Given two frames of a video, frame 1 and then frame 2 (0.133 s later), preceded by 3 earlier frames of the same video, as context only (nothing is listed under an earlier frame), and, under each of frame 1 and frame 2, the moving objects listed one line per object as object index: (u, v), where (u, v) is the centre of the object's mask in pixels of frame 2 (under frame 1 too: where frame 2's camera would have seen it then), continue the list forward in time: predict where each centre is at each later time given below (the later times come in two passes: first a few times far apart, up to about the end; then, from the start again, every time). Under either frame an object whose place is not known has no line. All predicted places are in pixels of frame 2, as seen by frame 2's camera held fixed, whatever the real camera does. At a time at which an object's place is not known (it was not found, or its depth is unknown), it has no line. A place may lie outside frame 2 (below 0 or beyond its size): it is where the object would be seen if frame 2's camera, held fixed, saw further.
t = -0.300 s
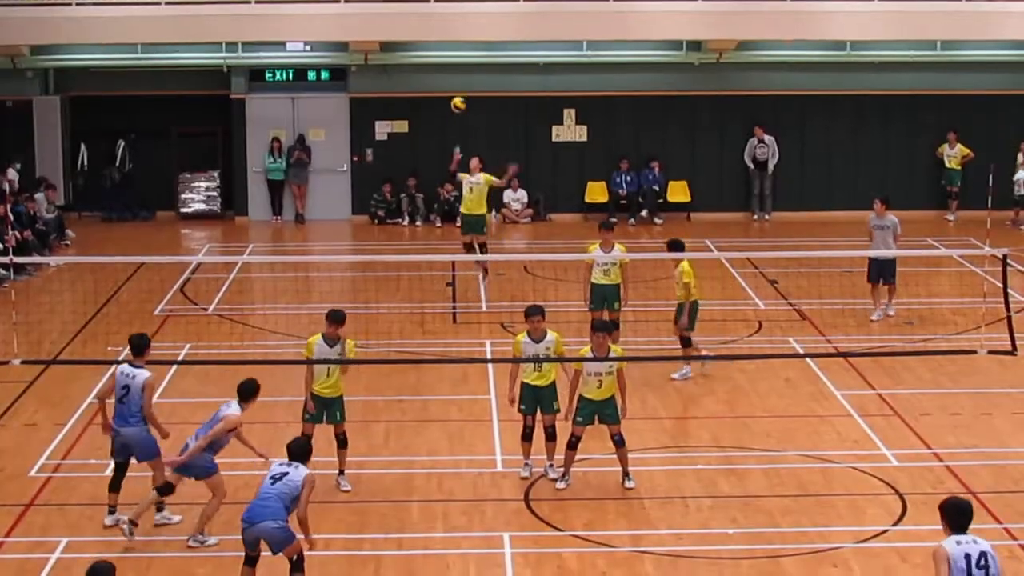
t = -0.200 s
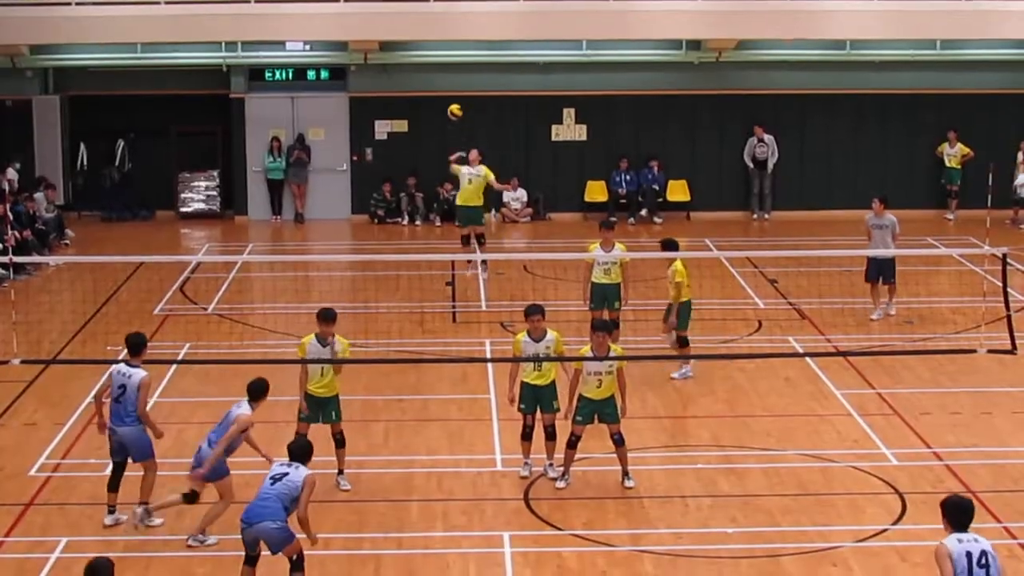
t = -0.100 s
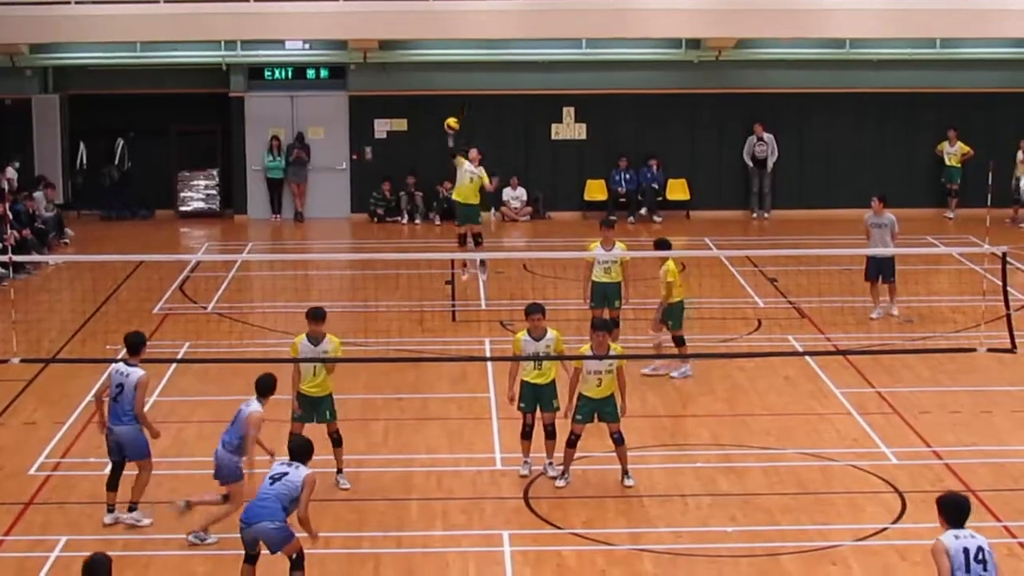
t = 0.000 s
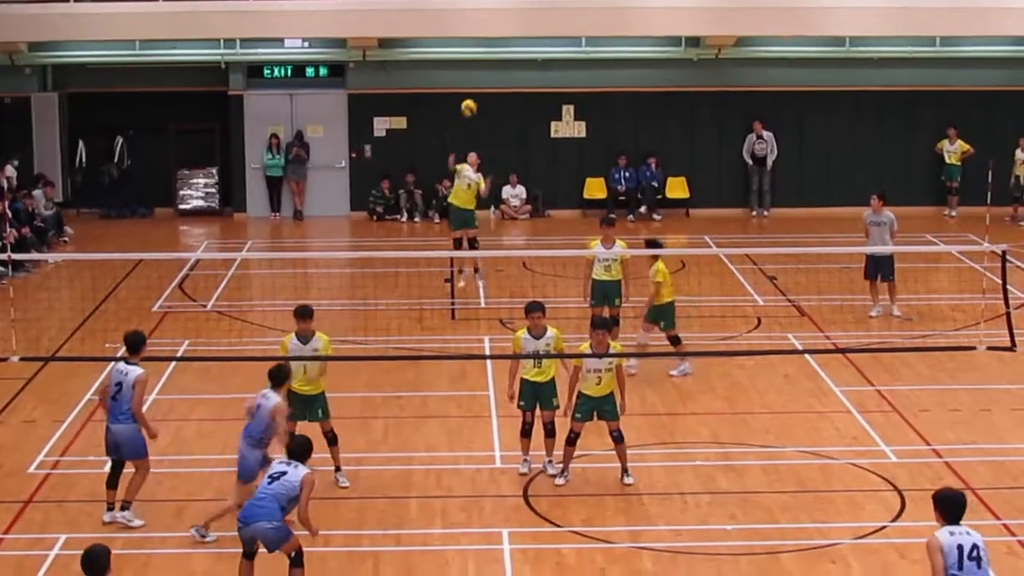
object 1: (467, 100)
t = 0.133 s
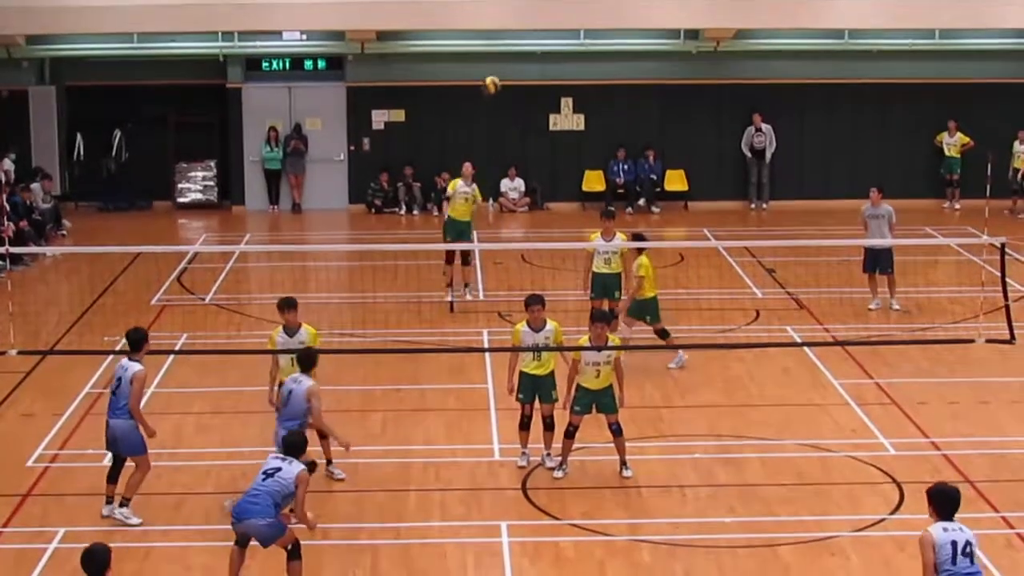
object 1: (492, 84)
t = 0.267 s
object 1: (517, 84)
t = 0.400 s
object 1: (551, 105)
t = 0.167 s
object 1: (498, 82)
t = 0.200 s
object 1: (504, 81)
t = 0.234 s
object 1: (511, 82)
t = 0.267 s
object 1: (517, 84)
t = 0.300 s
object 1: (524, 87)
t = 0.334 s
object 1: (533, 91)
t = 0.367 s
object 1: (541, 97)
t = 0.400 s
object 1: (551, 105)
